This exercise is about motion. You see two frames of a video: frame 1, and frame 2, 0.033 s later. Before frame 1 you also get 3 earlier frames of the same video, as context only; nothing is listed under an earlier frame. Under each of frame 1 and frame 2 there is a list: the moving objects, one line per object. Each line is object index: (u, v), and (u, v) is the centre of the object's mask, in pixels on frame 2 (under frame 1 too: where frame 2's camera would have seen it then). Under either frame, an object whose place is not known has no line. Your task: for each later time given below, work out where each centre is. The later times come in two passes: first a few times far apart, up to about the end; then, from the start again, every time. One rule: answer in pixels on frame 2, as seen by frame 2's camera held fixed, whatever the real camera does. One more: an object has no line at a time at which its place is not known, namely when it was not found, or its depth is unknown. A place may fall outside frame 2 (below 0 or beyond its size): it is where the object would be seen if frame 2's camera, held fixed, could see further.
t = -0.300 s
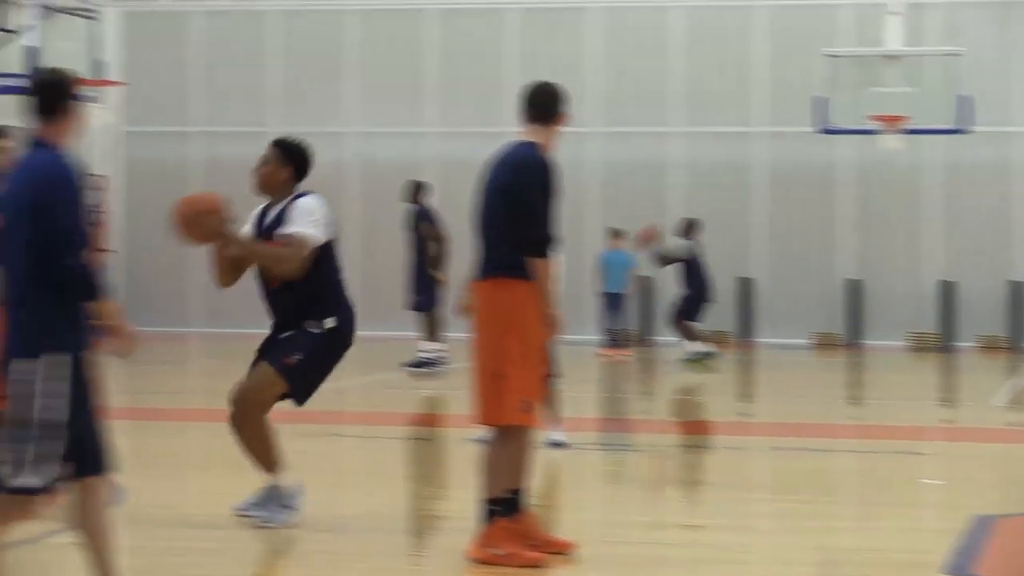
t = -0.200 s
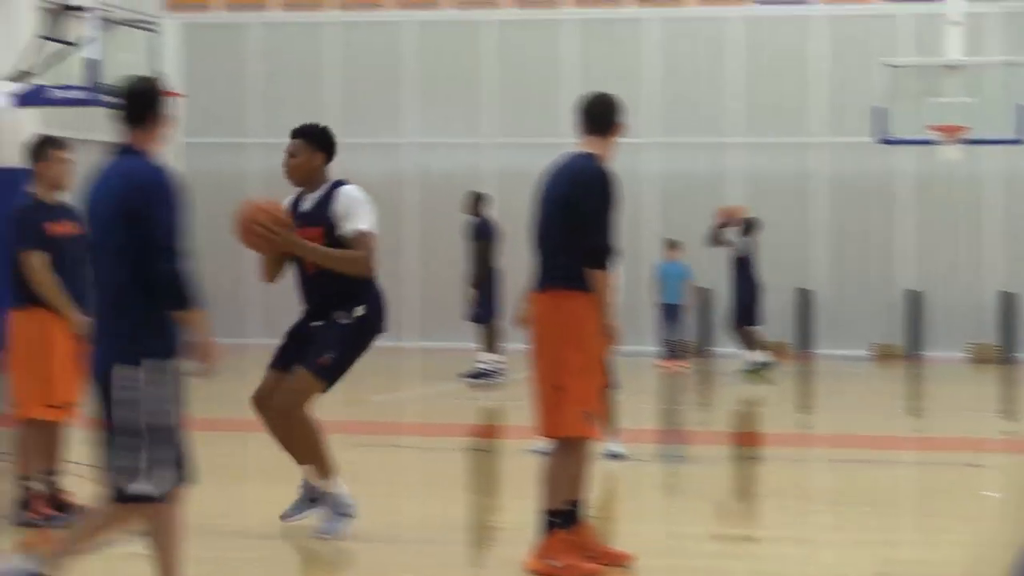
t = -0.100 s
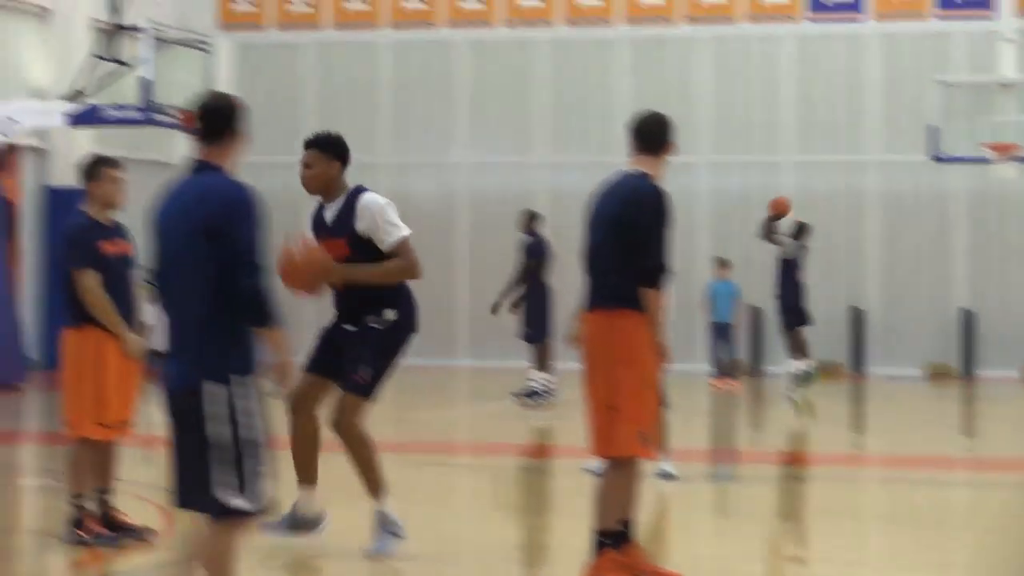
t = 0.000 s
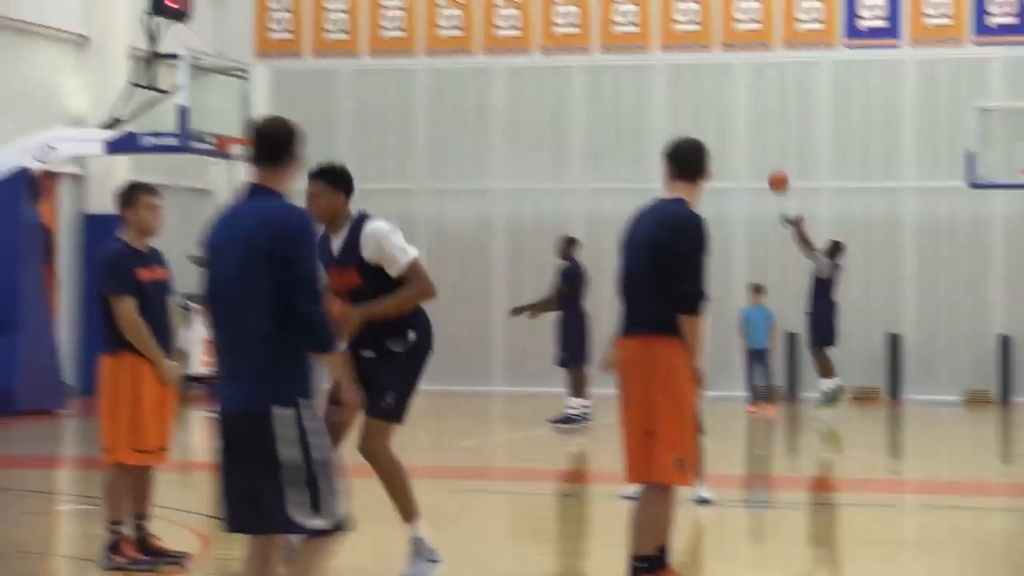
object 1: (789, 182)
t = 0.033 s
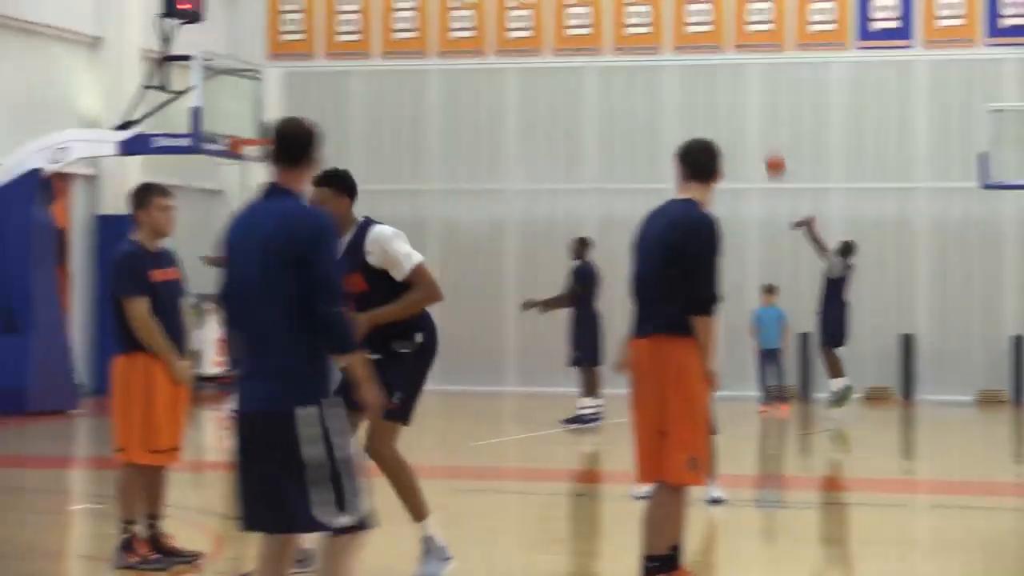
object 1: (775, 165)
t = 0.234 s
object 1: (683, 84)
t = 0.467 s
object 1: (578, 35)
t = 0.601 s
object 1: (519, 24)
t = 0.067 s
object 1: (760, 151)
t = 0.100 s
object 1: (745, 135)
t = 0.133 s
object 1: (730, 122)
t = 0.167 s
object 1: (715, 109)
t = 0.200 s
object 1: (700, 96)
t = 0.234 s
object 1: (683, 84)
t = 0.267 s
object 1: (667, 75)
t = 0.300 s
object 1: (653, 67)
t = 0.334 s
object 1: (638, 58)
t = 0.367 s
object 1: (623, 50)
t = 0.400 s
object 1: (608, 44)
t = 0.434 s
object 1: (595, 39)
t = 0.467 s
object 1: (578, 35)
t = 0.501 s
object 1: (563, 29)
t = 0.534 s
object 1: (548, 28)
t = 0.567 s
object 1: (533, 26)
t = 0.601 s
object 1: (519, 24)
